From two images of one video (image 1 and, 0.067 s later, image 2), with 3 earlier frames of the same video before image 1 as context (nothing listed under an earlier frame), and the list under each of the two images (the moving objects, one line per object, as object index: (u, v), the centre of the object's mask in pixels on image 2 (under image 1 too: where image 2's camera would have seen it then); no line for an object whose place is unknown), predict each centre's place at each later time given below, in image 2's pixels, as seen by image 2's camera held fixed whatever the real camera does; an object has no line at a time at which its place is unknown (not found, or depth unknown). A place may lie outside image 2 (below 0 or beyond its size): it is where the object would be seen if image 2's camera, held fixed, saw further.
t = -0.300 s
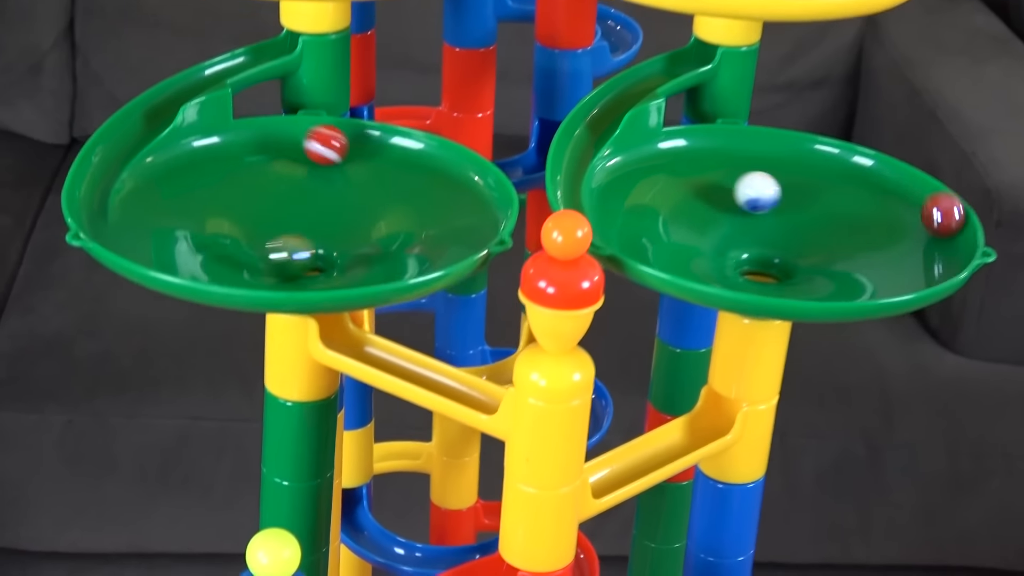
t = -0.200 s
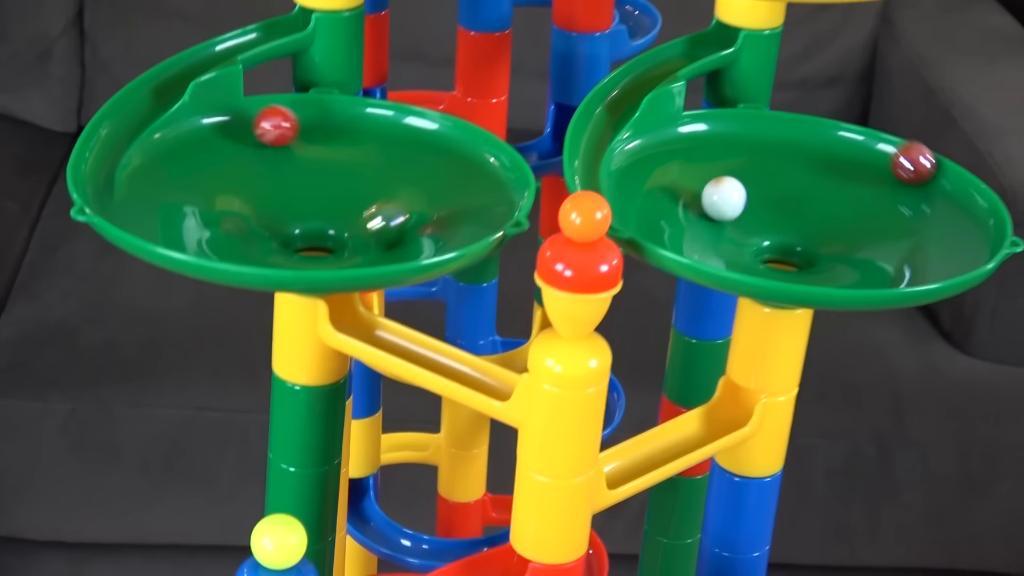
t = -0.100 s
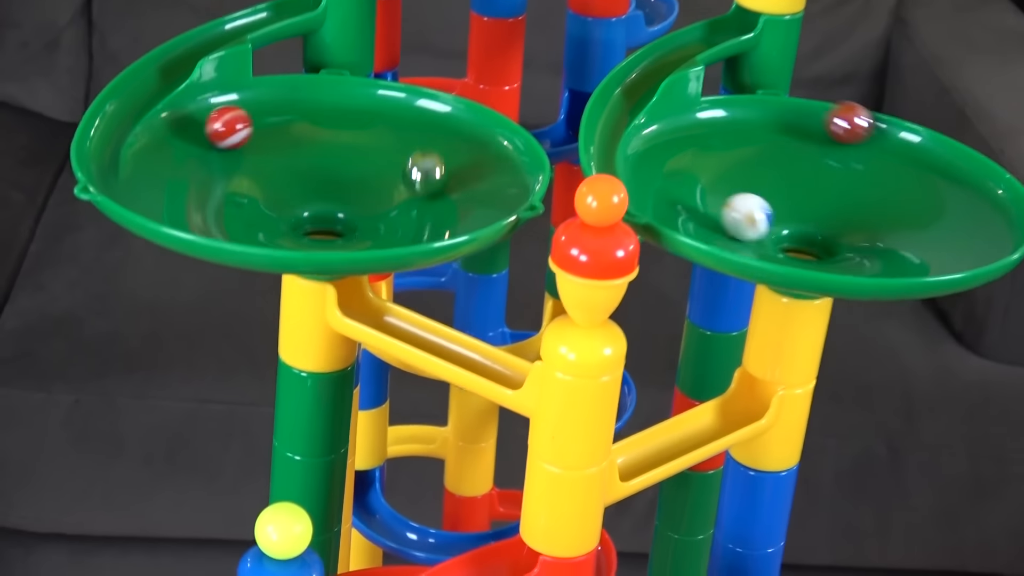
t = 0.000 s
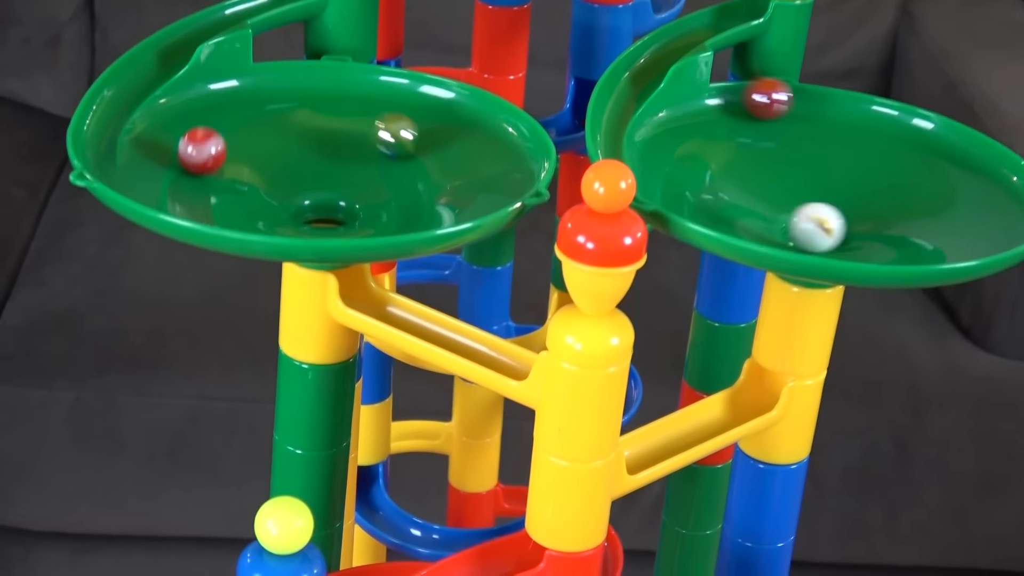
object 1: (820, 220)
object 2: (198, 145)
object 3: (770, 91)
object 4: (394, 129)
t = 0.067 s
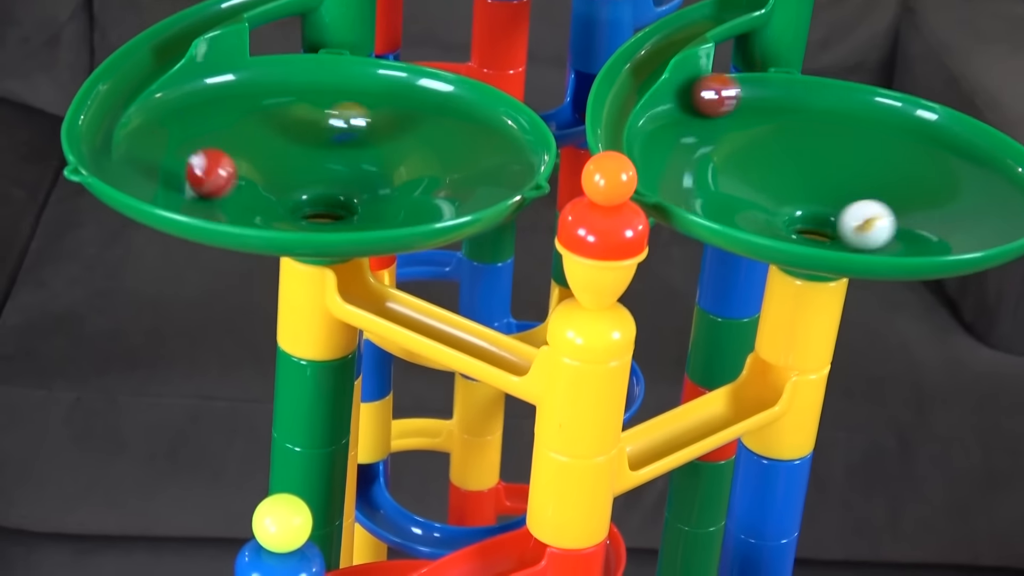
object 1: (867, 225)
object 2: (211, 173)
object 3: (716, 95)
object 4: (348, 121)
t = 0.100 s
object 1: (888, 223)
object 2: (228, 185)
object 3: (693, 101)
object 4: (320, 122)
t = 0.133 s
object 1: (904, 219)
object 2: (250, 194)
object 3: (675, 108)
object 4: (292, 128)
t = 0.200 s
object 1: (921, 205)
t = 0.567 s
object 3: (910, 240)
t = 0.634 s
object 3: (960, 235)
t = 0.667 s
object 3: (979, 229)
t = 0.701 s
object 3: (994, 222)
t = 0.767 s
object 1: (848, 220)
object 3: (1006, 199)
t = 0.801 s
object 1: (875, 220)
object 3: (1004, 186)
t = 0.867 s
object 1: (915, 210)
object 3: (985, 159)
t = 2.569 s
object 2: (262, 97)
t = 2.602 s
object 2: (243, 99)
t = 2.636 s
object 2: (225, 103)
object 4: (317, 159)
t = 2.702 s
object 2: (199, 117)
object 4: (272, 174)
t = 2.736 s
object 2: (193, 127)
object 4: (264, 179)
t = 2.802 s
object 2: (198, 151)
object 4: (270, 189)
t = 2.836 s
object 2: (209, 165)
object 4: (282, 193)
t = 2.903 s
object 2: (256, 189)
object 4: (318, 198)
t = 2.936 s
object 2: (288, 197)
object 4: (336, 197)
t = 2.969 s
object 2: (324, 201)
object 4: (357, 187)
